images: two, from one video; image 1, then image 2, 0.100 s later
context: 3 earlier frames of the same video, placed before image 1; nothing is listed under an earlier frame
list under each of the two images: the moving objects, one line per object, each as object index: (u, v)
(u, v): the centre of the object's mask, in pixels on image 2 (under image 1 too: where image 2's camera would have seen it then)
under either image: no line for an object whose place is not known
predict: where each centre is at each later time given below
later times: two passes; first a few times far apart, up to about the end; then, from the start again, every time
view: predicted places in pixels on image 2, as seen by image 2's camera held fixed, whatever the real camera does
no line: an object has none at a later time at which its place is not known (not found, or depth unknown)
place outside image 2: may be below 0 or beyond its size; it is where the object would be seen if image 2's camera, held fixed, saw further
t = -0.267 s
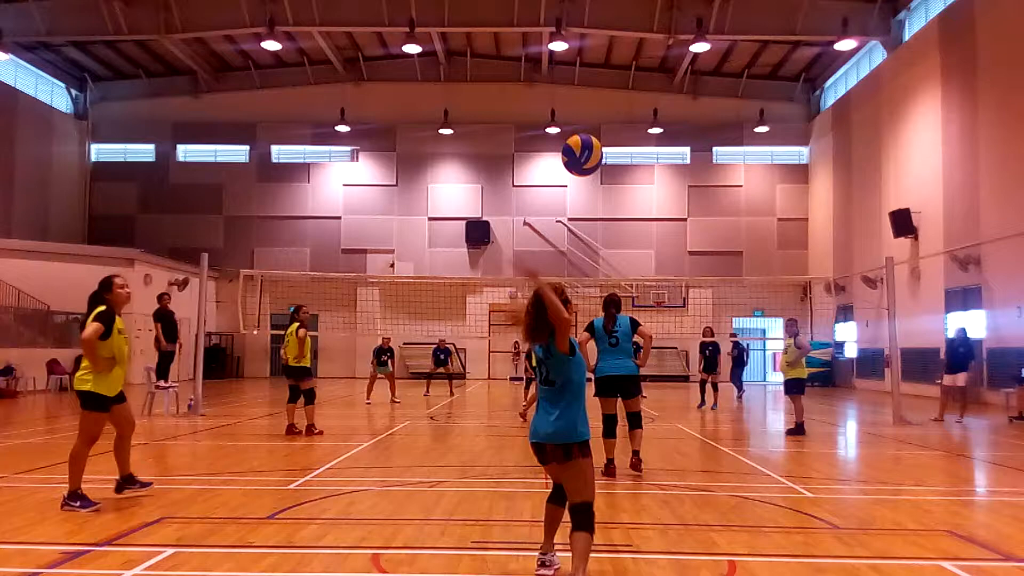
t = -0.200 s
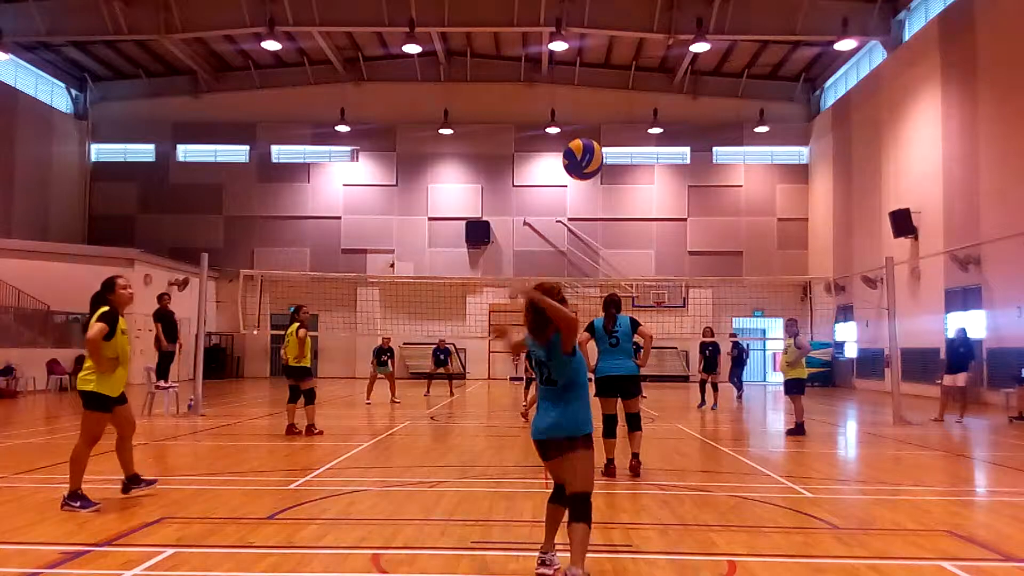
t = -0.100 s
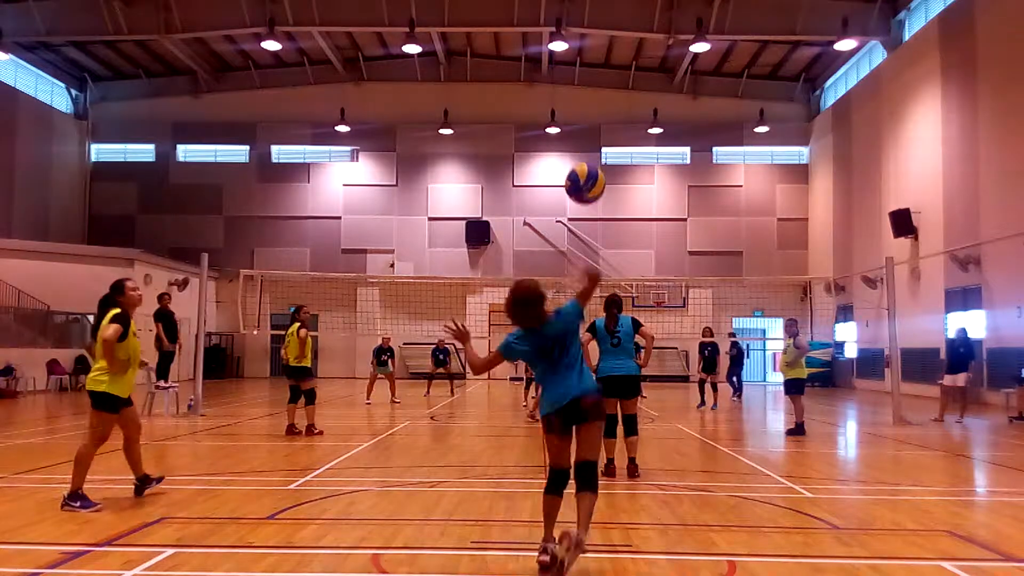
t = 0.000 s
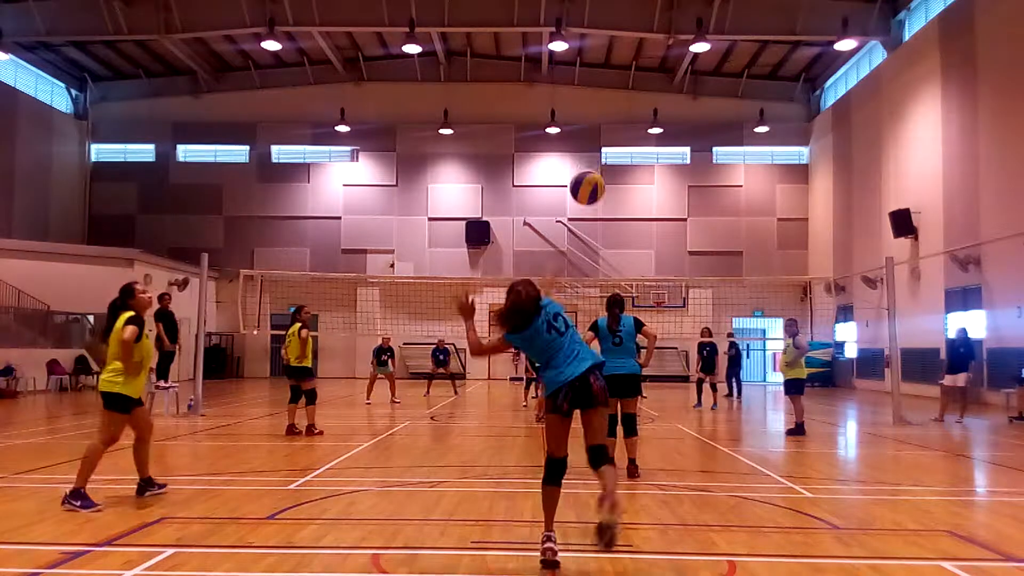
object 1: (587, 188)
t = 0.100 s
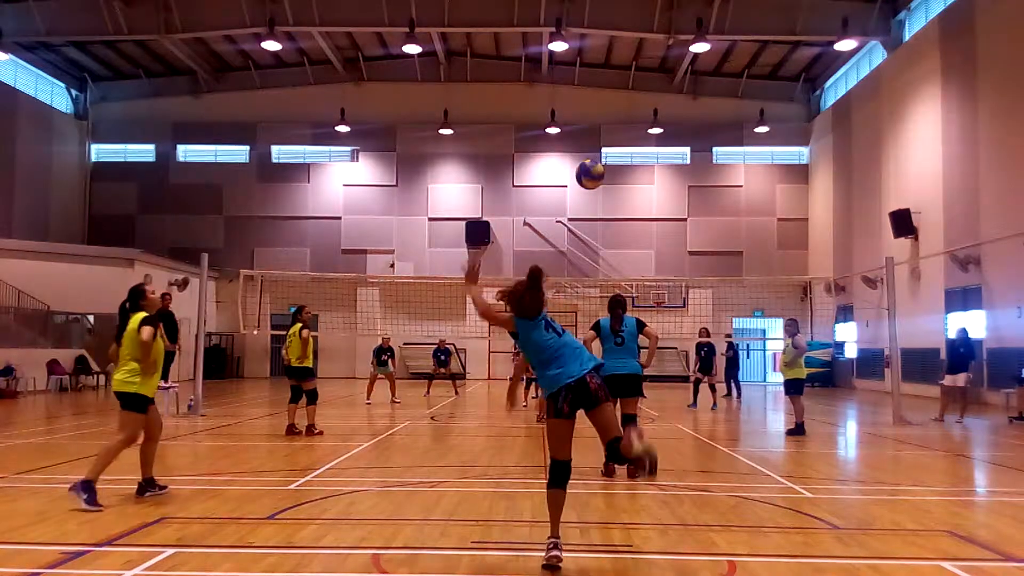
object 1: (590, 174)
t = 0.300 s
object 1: (592, 186)
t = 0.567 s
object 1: (593, 237)
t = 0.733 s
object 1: (592, 279)
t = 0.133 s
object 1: (590, 173)
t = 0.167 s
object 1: (591, 174)
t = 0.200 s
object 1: (591, 176)
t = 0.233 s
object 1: (592, 178)
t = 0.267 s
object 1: (592, 181)
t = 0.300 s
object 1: (592, 186)
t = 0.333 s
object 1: (592, 191)
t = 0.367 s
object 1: (593, 196)
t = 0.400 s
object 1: (593, 202)
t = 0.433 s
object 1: (593, 208)
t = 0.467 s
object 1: (593, 214)
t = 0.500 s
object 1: (593, 221)
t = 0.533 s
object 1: (593, 230)
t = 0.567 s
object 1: (593, 237)
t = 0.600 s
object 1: (593, 245)
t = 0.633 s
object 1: (593, 253)
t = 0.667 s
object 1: (593, 260)
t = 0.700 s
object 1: (592, 270)
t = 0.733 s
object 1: (592, 279)
